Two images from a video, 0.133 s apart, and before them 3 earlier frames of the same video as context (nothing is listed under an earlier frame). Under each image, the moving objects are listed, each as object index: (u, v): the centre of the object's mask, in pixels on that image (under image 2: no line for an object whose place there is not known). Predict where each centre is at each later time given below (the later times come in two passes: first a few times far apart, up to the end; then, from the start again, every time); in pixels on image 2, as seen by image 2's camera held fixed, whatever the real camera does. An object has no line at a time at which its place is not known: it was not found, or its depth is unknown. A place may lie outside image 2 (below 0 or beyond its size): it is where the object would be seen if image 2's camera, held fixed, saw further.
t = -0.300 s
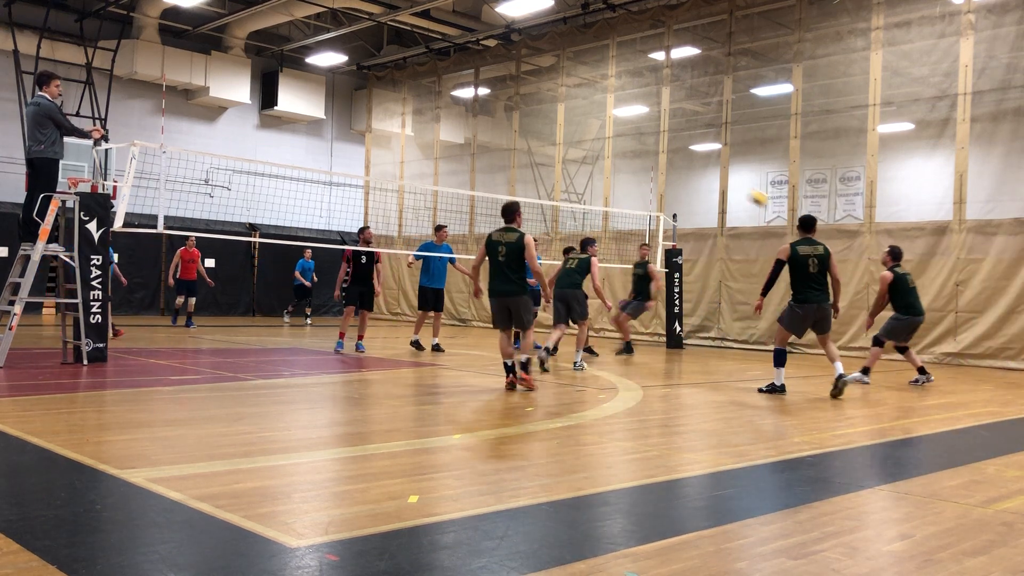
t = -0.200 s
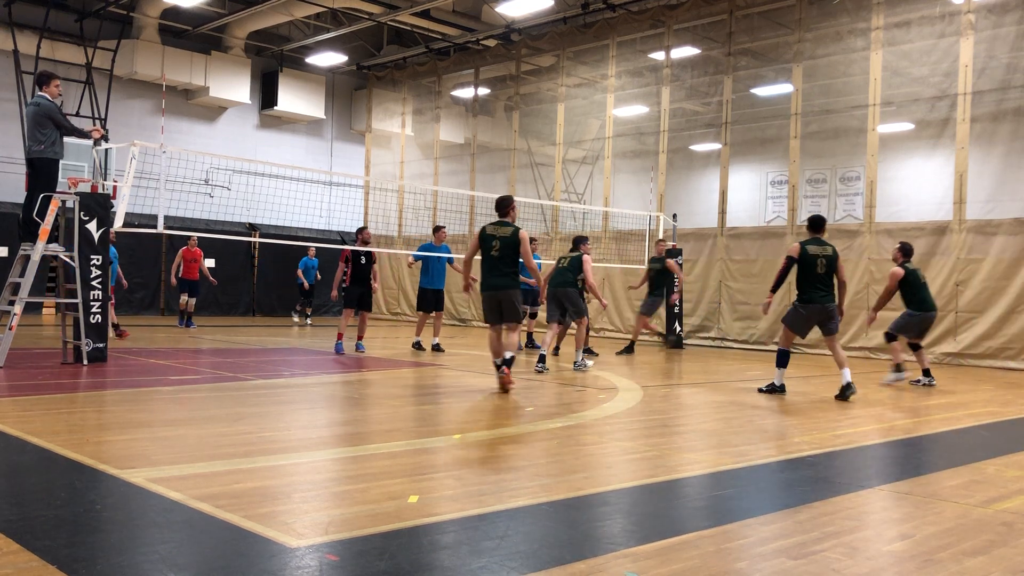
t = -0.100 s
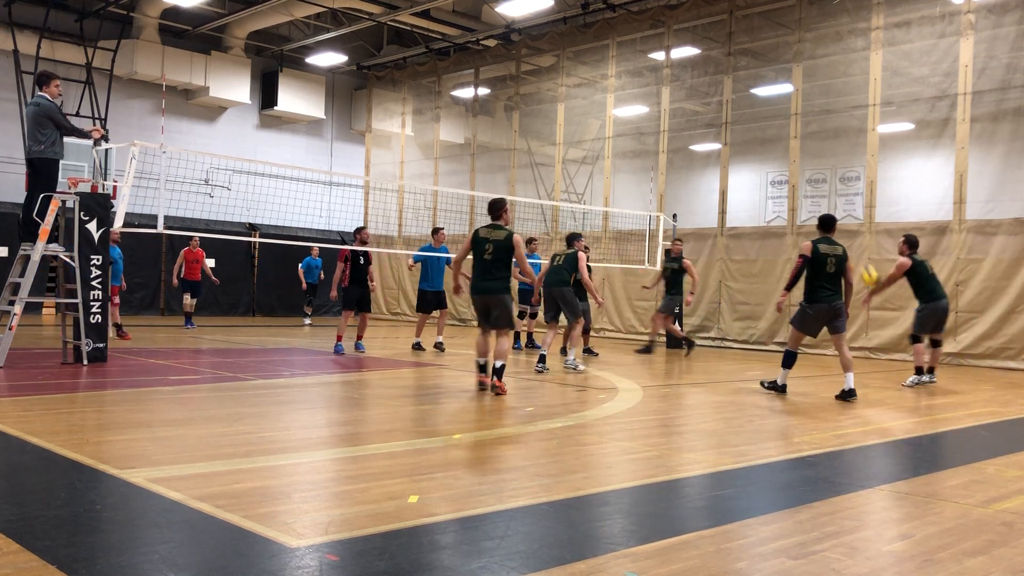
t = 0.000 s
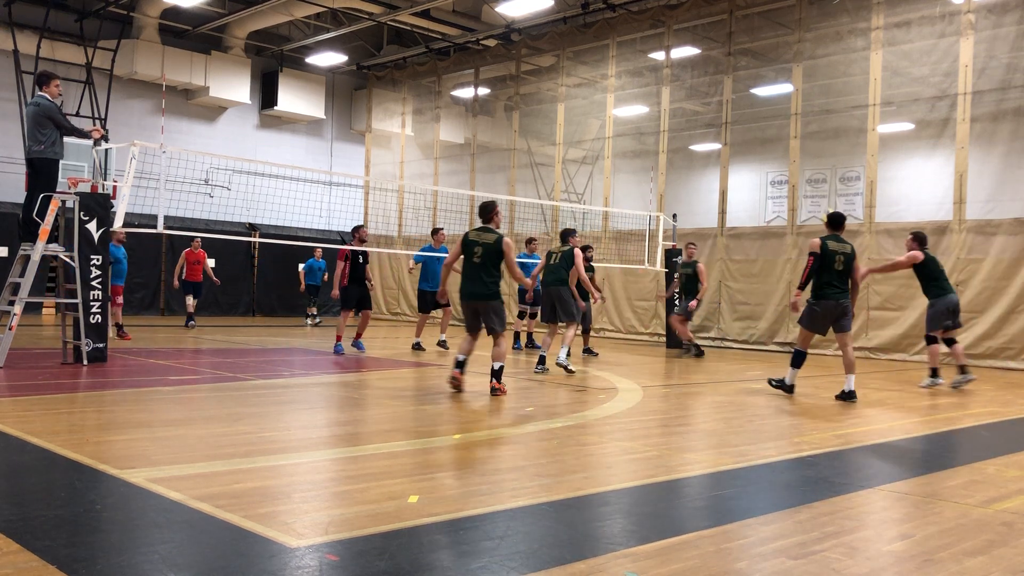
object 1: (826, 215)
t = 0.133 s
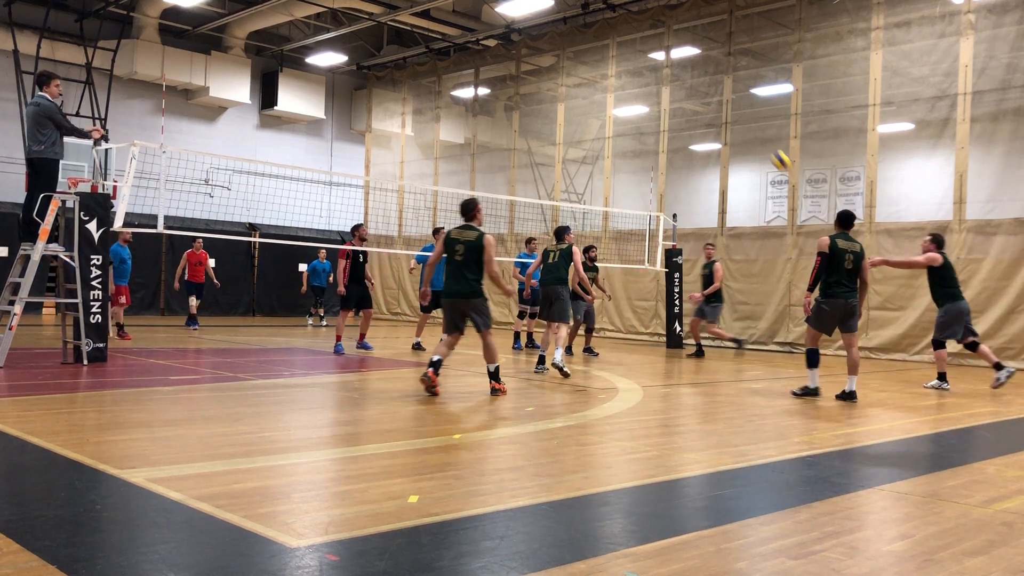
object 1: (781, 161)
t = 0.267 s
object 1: (735, 120)
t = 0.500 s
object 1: (660, 84)
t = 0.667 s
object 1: (608, 84)
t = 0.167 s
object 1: (769, 149)
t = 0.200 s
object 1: (758, 138)
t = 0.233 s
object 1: (746, 128)
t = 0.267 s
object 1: (735, 120)
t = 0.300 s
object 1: (724, 111)
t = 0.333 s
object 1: (714, 105)
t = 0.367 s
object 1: (702, 99)
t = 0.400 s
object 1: (692, 94)
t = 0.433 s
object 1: (682, 90)
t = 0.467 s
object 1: (670, 86)
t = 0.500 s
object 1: (660, 84)
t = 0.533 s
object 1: (648, 82)
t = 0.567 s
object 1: (638, 82)
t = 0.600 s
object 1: (628, 81)
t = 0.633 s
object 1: (618, 83)
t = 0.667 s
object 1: (608, 84)
